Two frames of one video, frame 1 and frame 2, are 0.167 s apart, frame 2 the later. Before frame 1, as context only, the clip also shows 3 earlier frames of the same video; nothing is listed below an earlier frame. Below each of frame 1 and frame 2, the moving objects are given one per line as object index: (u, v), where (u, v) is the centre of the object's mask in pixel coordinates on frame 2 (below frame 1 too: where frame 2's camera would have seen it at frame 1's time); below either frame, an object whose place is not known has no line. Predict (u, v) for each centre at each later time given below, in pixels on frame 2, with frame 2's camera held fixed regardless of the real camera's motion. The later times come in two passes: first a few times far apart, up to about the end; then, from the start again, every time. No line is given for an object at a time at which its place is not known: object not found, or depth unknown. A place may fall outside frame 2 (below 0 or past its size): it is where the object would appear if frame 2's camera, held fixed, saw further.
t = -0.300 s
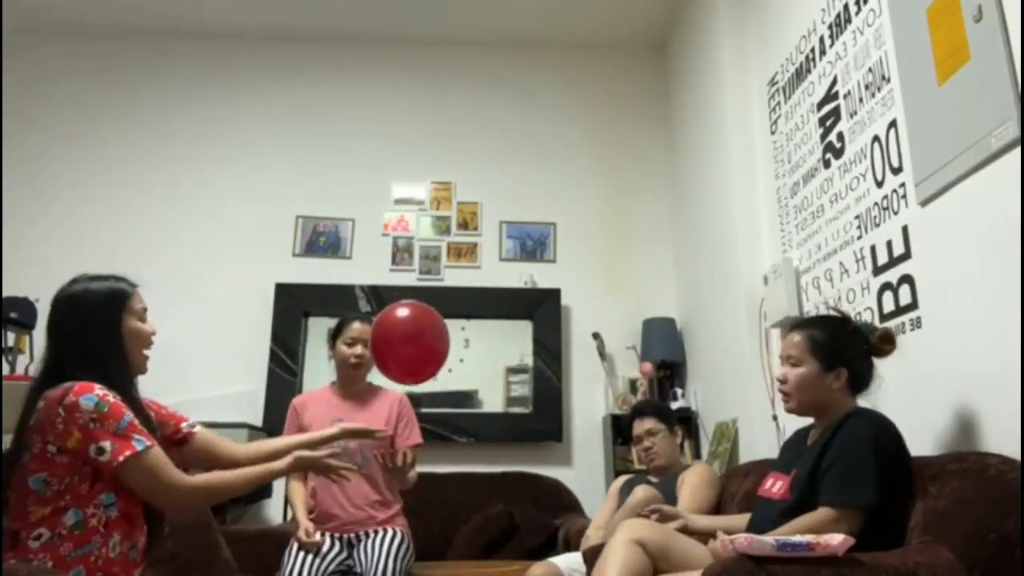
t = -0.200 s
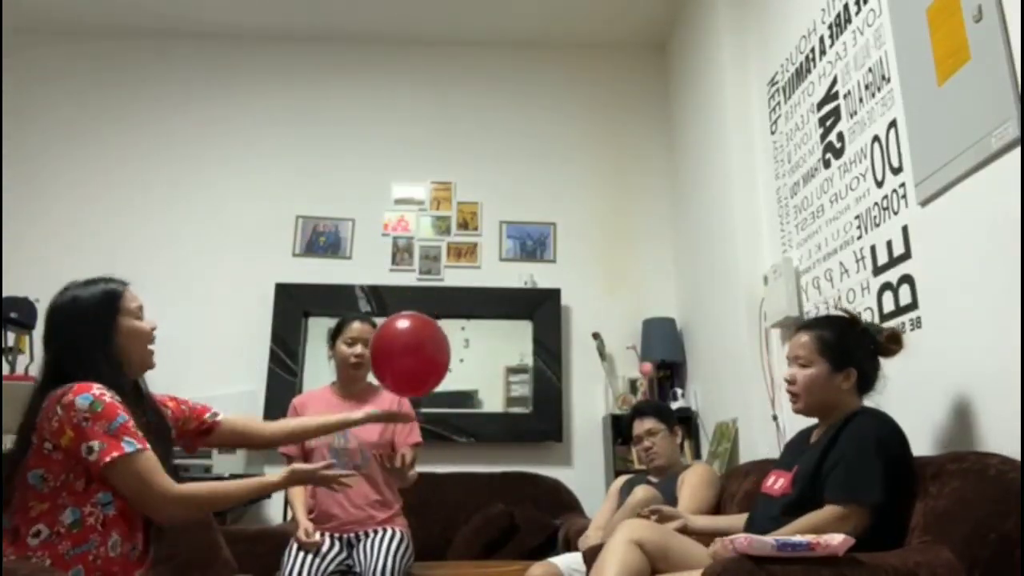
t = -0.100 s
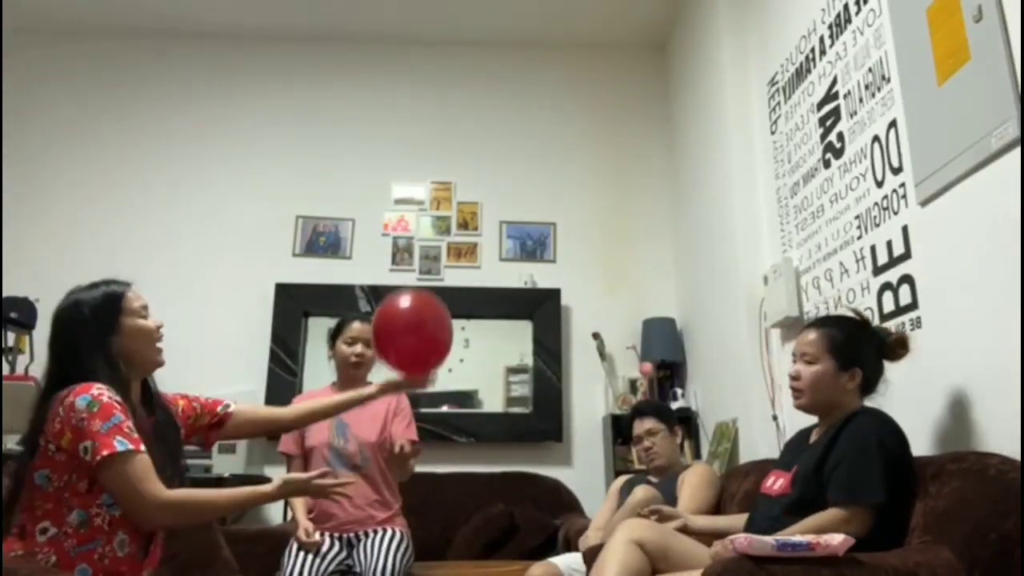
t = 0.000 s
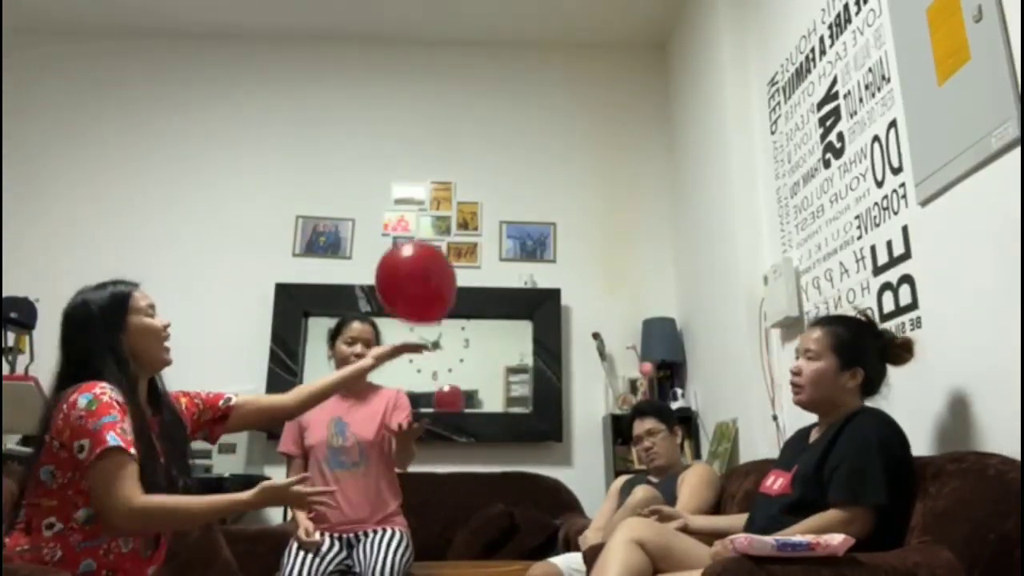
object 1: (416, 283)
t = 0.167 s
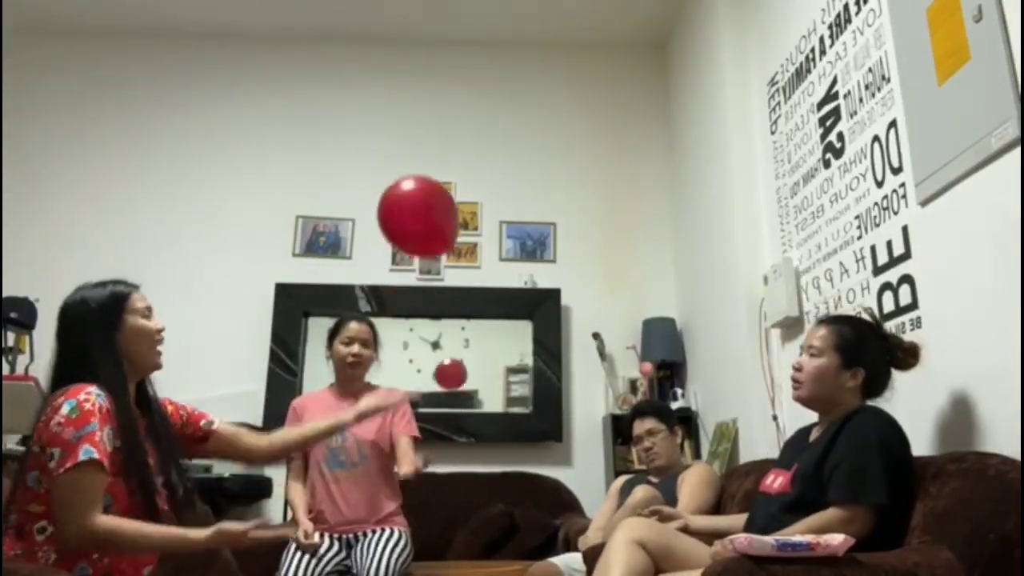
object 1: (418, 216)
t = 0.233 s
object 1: (419, 196)
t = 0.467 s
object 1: (415, 151)
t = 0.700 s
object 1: (411, 137)
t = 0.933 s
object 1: (407, 149)
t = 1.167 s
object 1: (402, 186)
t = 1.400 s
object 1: (398, 251)
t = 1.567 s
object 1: (395, 310)
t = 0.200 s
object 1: (418, 206)
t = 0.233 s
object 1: (419, 196)
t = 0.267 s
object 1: (418, 187)
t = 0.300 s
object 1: (418, 180)
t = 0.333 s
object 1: (418, 173)
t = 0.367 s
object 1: (417, 166)
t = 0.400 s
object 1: (416, 161)
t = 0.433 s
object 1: (416, 155)
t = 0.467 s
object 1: (415, 151)
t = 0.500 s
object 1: (415, 147)
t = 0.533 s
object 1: (414, 144)
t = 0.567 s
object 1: (413, 142)
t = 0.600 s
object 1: (412, 139)
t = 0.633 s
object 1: (412, 138)
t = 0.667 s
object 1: (411, 137)
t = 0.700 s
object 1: (411, 137)
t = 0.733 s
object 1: (410, 137)
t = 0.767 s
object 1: (410, 138)
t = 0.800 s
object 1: (409, 139)
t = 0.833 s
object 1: (409, 141)
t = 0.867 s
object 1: (408, 143)
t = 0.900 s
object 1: (407, 146)
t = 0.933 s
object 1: (407, 149)
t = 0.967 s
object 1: (406, 153)
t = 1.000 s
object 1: (405, 157)
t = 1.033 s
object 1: (405, 162)
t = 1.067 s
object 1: (404, 168)
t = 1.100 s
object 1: (403, 173)
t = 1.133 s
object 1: (403, 179)
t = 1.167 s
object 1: (402, 186)
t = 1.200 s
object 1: (401, 194)
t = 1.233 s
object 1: (401, 202)
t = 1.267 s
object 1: (400, 210)
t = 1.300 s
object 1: (399, 219)
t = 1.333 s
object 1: (399, 229)
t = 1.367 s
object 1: (398, 239)
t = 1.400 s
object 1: (398, 251)
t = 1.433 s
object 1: (397, 262)
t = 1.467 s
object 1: (397, 273)
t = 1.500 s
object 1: (396, 285)
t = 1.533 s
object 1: (396, 297)
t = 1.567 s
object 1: (395, 310)
